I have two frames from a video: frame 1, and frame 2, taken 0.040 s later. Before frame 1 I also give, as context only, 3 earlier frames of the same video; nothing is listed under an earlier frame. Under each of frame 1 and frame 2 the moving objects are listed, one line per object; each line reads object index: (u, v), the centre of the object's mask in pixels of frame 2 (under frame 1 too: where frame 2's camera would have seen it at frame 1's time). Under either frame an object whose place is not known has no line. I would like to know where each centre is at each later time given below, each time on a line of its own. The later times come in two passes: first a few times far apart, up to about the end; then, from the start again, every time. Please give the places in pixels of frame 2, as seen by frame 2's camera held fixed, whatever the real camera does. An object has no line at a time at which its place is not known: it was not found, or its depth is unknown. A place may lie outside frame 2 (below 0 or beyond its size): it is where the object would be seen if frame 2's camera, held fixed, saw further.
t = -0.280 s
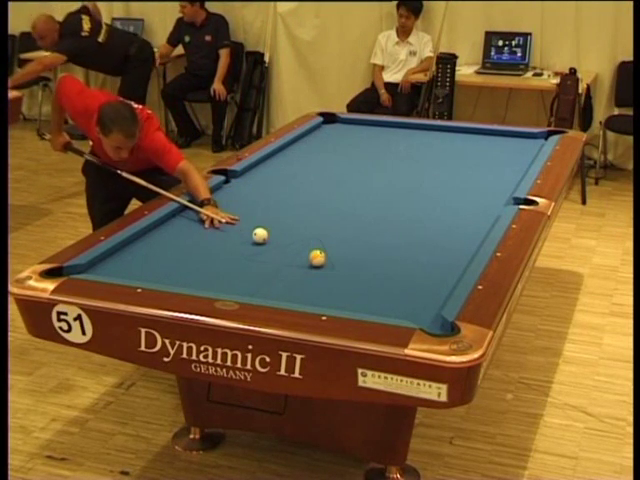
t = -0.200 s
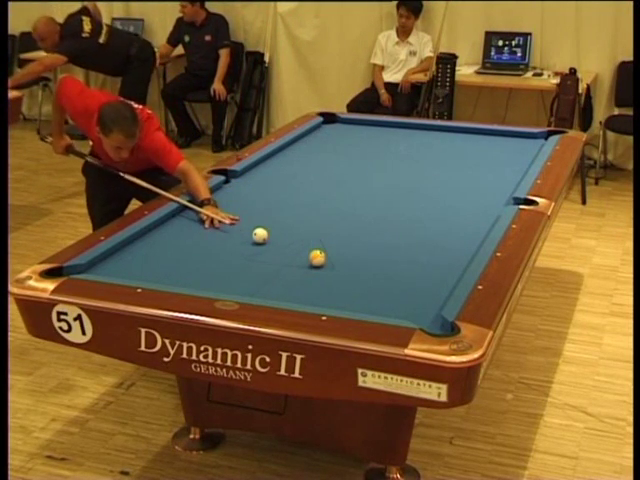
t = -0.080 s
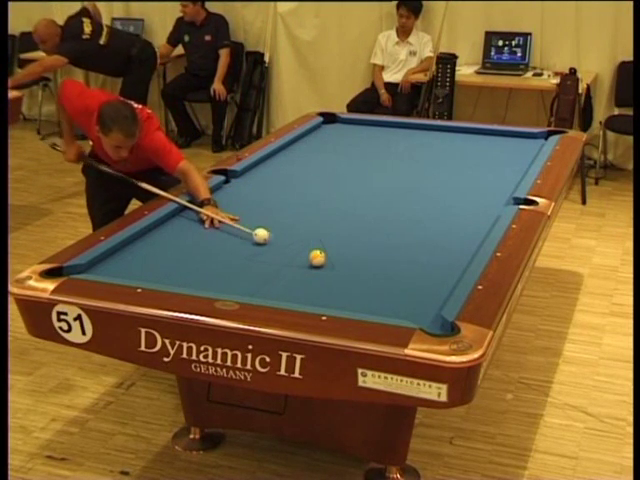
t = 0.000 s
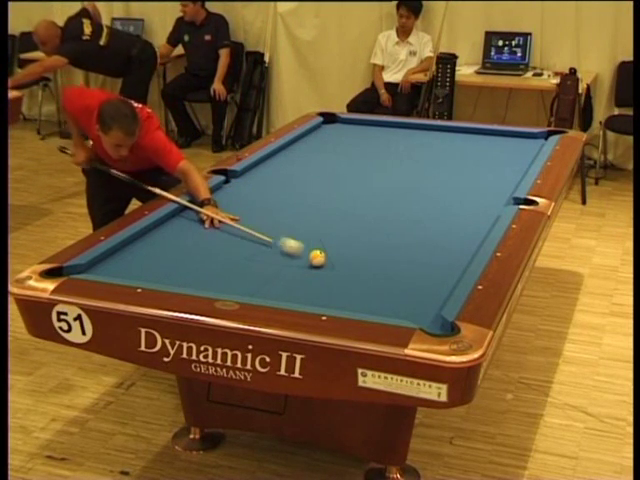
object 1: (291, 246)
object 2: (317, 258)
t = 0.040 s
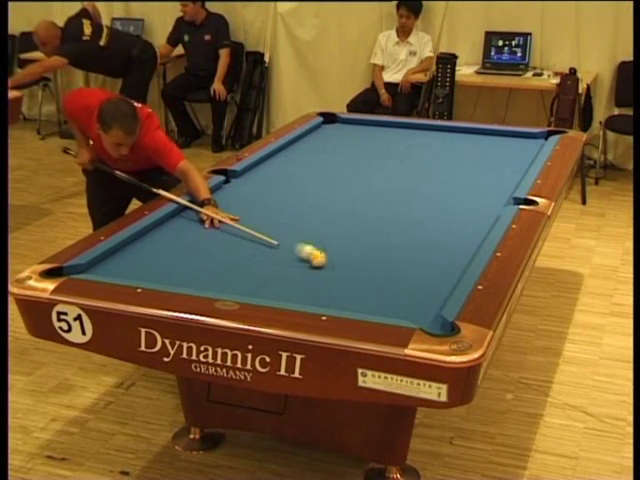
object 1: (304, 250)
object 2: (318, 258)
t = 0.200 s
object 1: (325, 251)
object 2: (361, 283)
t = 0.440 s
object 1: (346, 248)
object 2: (425, 319)
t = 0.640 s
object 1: (362, 246)
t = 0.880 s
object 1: (381, 244)
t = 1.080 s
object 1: (396, 242)
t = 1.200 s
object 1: (404, 241)
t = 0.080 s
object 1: (313, 252)
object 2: (328, 264)
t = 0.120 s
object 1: (318, 252)
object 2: (339, 270)
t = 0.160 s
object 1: (321, 251)
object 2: (350, 277)
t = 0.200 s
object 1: (325, 251)
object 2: (361, 283)
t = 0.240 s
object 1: (329, 251)
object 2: (372, 289)
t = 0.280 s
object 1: (332, 250)
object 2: (382, 296)
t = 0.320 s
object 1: (336, 250)
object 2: (392, 302)
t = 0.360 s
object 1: (339, 249)
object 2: (402, 307)
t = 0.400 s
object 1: (343, 249)
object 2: (413, 313)
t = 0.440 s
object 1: (346, 248)
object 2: (425, 319)
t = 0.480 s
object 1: (349, 248)
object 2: (434, 325)
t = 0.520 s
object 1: (353, 248)
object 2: (442, 329)
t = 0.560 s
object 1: (356, 247)
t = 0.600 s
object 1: (359, 247)
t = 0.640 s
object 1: (362, 246)
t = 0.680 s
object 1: (366, 246)
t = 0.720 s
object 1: (369, 246)
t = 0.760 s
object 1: (372, 245)
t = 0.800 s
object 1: (375, 245)
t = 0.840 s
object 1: (378, 244)
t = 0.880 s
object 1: (381, 244)
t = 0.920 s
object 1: (384, 243)
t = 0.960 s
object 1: (387, 243)
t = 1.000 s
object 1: (390, 243)
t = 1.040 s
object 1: (393, 243)
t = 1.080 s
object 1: (396, 242)
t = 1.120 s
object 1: (398, 242)
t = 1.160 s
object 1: (401, 241)
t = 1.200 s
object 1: (404, 241)
